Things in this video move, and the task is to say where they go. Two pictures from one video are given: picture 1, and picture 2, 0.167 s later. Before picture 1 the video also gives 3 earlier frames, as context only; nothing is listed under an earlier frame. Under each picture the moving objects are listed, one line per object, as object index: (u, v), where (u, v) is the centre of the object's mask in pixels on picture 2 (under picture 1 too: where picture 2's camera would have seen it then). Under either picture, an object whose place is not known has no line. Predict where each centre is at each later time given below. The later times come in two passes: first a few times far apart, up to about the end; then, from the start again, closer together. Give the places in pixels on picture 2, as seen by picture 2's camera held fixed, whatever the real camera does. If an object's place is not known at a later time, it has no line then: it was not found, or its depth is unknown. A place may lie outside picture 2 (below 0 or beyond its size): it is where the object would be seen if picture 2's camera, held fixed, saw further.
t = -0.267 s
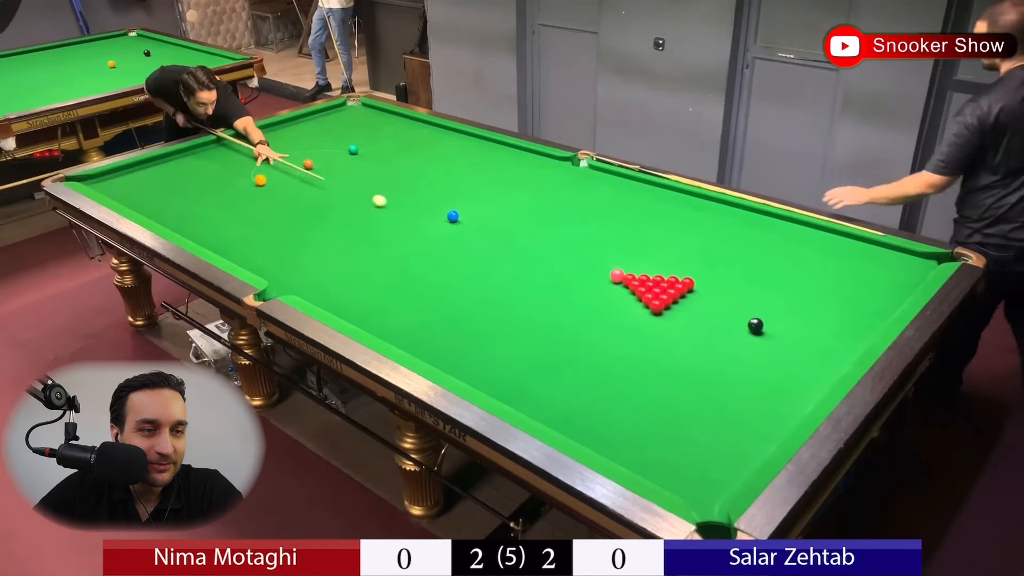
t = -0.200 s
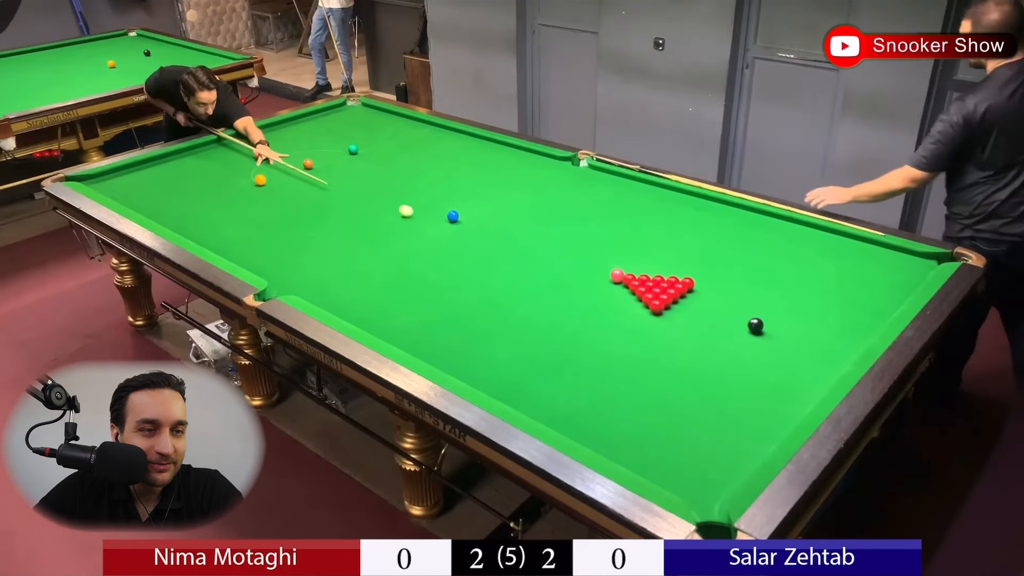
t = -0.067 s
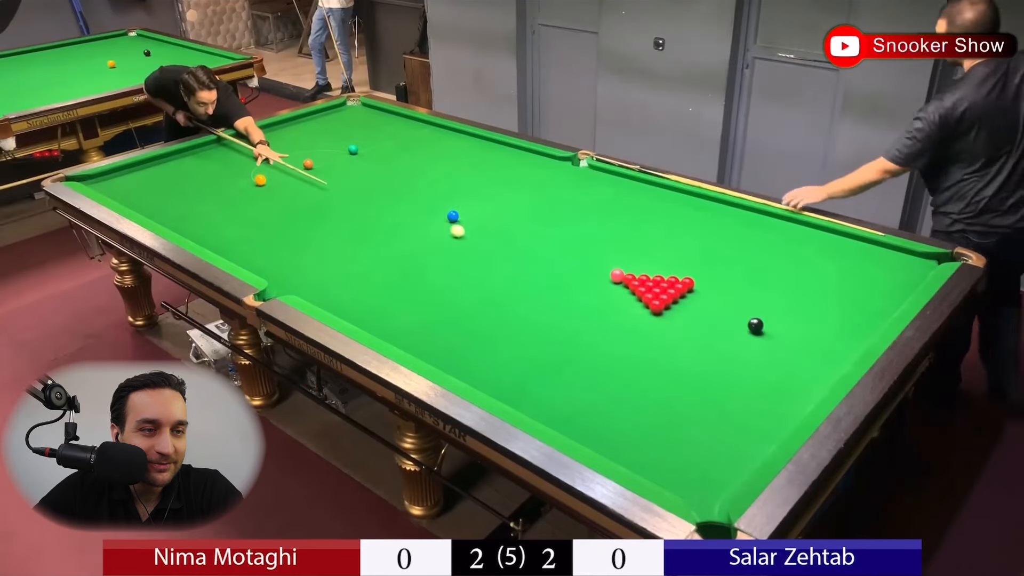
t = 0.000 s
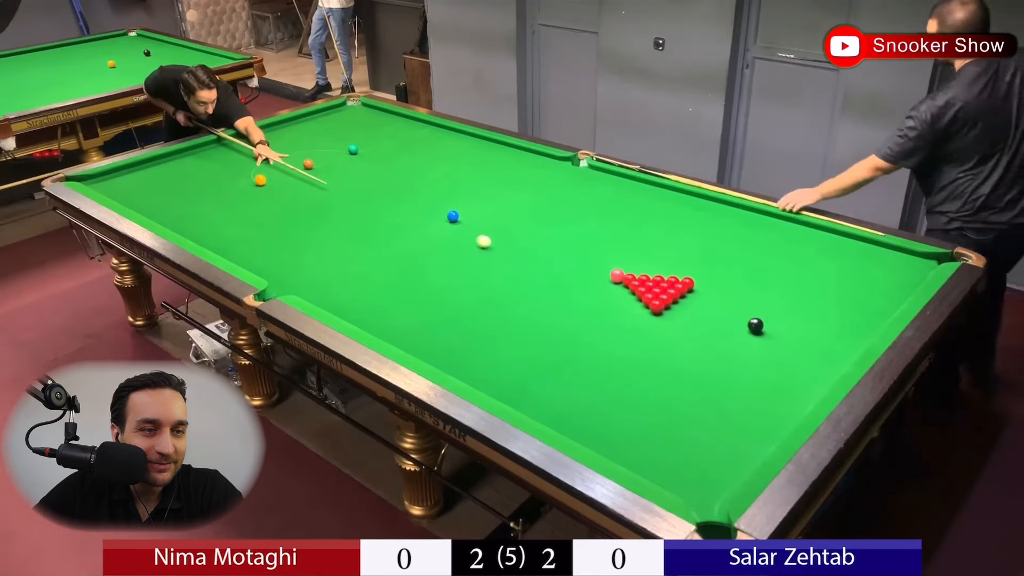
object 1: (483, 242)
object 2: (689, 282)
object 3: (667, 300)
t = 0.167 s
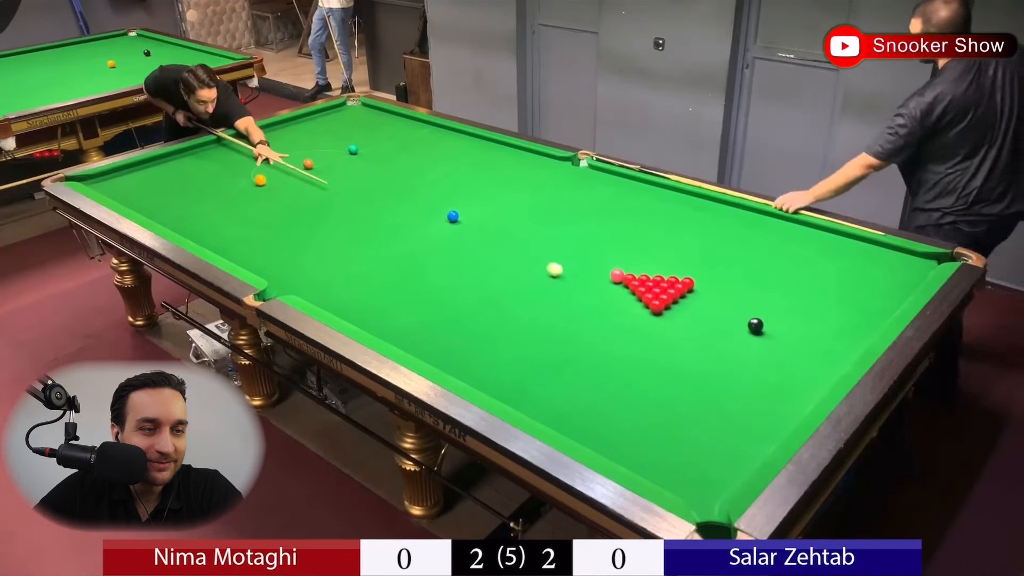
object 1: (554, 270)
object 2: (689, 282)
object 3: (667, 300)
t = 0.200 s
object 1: (570, 276)
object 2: (689, 282)
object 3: (667, 300)
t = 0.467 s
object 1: (670, 342)
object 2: (694, 278)
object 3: (680, 307)
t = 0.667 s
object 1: (744, 412)
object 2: (703, 272)
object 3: (702, 315)
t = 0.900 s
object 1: (657, 442)
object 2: (713, 265)
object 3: (727, 324)
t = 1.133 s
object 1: (576, 409)
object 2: (722, 259)
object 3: (752, 333)
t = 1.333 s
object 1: (552, 359)
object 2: (729, 254)
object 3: (771, 342)
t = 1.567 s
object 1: (528, 313)
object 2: (736, 249)
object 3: (793, 351)
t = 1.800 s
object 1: (508, 275)
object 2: (743, 245)
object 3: (815, 360)
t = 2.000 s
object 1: (494, 247)
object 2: (748, 241)
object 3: (833, 368)
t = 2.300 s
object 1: (476, 213)
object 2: (755, 237)
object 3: (820, 364)
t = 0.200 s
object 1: (570, 276)
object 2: (689, 282)
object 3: (667, 300)
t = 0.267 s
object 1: (602, 289)
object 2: (689, 282)
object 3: (667, 300)
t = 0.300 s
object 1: (619, 296)
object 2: (689, 282)
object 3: (667, 300)
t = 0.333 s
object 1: (636, 303)
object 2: (689, 282)
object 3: (667, 300)
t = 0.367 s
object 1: (643, 312)
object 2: (690, 281)
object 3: (670, 302)
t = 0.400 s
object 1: (651, 322)
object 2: (691, 280)
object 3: (673, 304)
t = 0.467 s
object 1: (670, 342)
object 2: (694, 278)
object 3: (680, 307)
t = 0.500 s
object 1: (681, 352)
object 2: (696, 277)
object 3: (684, 308)
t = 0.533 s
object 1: (693, 364)
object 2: (697, 276)
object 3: (688, 310)
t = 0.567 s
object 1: (705, 375)
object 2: (699, 275)
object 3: (691, 311)
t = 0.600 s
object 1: (717, 387)
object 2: (700, 274)
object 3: (695, 312)
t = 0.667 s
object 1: (744, 412)
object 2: (703, 272)
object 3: (702, 315)
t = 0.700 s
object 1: (759, 426)
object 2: (704, 271)
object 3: (706, 316)
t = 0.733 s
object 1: (769, 438)
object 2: (706, 270)
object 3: (709, 318)
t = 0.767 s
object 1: (746, 439)
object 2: (707, 269)
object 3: (713, 319)
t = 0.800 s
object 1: (722, 439)
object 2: (709, 268)
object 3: (716, 320)
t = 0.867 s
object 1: (678, 441)
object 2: (711, 266)
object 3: (723, 323)
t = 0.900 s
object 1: (657, 442)
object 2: (713, 265)
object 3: (727, 324)
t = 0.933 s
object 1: (637, 444)
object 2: (714, 264)
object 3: (731, 325)
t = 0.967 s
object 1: (617, 445)
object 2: (715, 263)
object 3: (734, 327)
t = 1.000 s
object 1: (598, 445)
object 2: (716, 263)
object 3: (738, 328)
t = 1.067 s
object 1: (585, 429)
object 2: (719, 261)
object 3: (745, 331)
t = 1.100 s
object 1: (581, 419)
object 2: (720, 260)
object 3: (749, 332)
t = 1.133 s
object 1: (576, 409)
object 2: (722, 259)
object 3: (752, 333)
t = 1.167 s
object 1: (572, 400)
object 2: (723, 258)
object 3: (755, 335)
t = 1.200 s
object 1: (568, 392)
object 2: (724, 258)
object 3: (758, 336)
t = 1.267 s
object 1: (559, 375)
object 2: (726, 256)
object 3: (764, 339)
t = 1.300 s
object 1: (555, 367)
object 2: (728, 255)
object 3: (768, 341)
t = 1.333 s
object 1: (552, 359)
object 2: (729, 254)
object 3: (771, 342)
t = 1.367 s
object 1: (548, 352)
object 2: (730, 254)
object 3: (774, 343)
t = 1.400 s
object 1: (544, 345)
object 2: (731, 253)
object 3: (777, 345)
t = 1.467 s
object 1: (537, 332)
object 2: (733, 252)
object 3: (784, 347)
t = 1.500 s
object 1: (534, 325)
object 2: (734, 251)
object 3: (787, 348)
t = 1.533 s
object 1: (531, 319)
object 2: (735, 250)
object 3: (790, 350)
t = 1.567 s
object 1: (528, 313)
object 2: (736, 249)
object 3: (793, 351)
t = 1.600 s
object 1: (525, 307)
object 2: (737, 249)
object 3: (796, 352)
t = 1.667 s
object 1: (519, 296)
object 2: (739, 247)
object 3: (803, 355)
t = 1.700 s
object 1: (516, 290)
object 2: (740, 247)
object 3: (806, 356)
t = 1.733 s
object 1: (513, 285)
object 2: (741, 246)
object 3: (809, 358)
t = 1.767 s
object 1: (511, 280)
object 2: (742, 245)
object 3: (812, 359)
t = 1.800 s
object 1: (508, 275)
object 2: (743, 245)
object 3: (815, 360)
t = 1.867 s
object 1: (503, 265)
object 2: (745, 244)
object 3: (821, 363)
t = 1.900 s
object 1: (501, 261)
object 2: (746, 243)
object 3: (824, 364)
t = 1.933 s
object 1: (499, 256)
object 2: (747, 243)
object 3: (827, 365)
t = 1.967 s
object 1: (496, 252)
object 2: (747, 242)
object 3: (830, 367)
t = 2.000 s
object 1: (494, 247)
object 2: (748, 241)
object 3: (833, 368)
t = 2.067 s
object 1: (490, 239)
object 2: (750, 240)
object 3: (833, 368)
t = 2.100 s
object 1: (488, 235)
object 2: (751, 240)
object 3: (831, 368)
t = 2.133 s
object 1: (486, 231)
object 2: (751, 239)
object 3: (829, 367)
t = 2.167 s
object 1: (484, 227)
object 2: (752, 239)
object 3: (828, 366)
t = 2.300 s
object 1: (476, 213)
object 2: (755, 237)
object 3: (820, 364)
